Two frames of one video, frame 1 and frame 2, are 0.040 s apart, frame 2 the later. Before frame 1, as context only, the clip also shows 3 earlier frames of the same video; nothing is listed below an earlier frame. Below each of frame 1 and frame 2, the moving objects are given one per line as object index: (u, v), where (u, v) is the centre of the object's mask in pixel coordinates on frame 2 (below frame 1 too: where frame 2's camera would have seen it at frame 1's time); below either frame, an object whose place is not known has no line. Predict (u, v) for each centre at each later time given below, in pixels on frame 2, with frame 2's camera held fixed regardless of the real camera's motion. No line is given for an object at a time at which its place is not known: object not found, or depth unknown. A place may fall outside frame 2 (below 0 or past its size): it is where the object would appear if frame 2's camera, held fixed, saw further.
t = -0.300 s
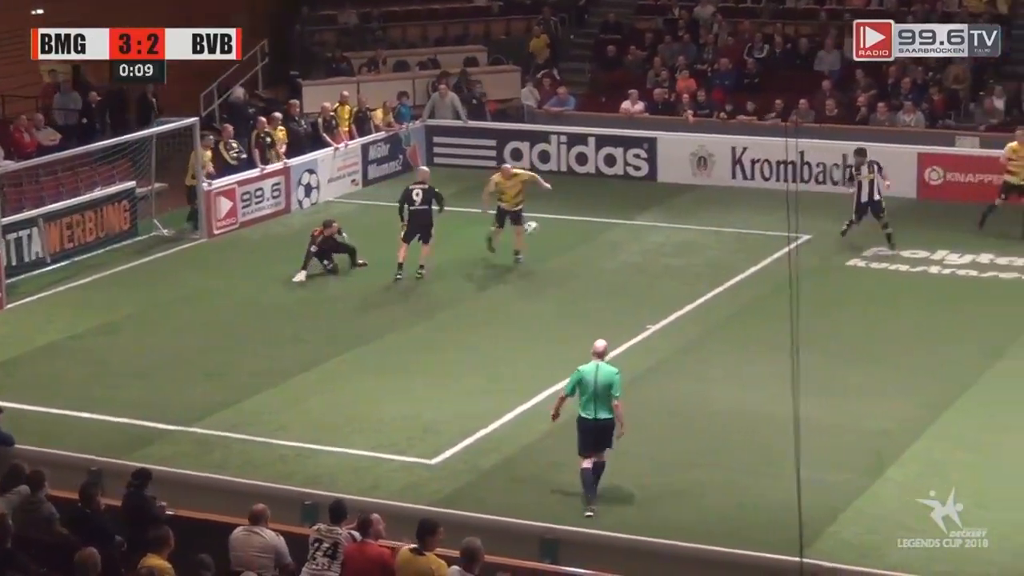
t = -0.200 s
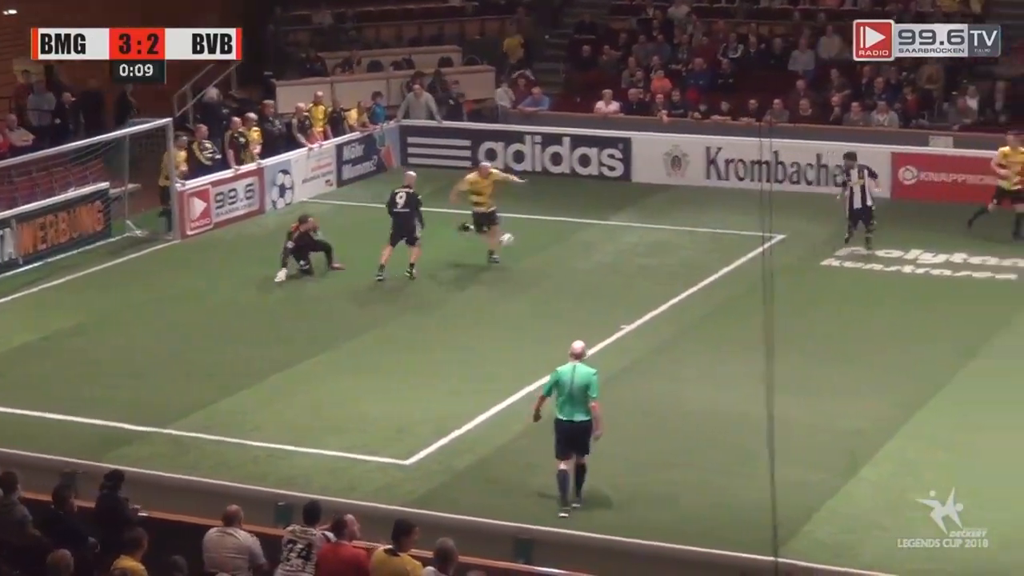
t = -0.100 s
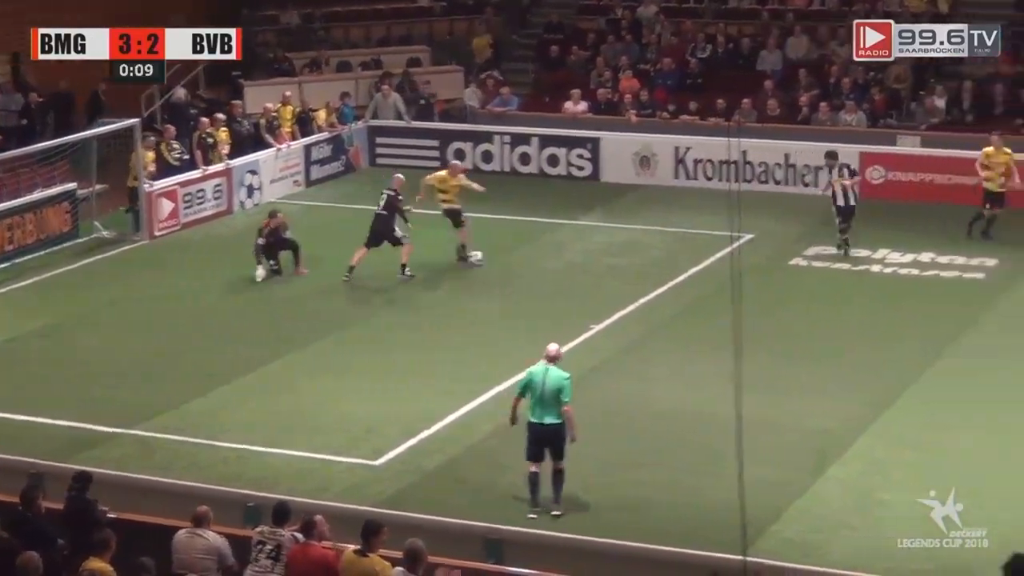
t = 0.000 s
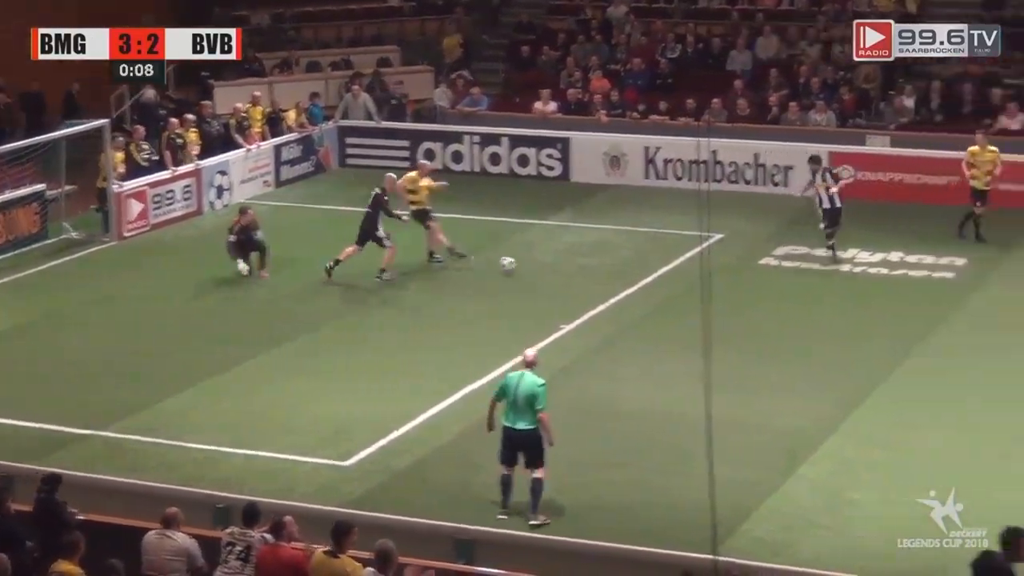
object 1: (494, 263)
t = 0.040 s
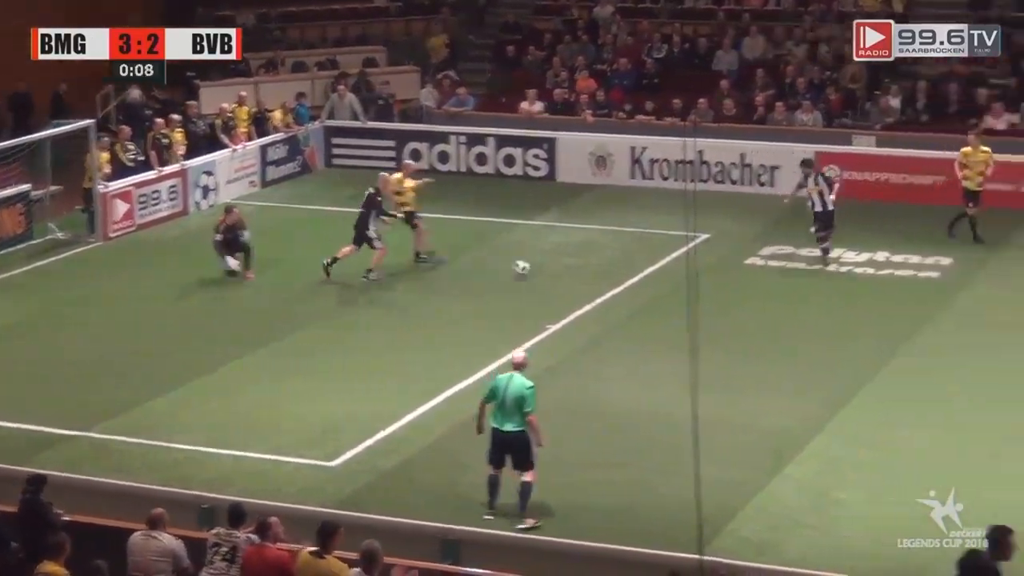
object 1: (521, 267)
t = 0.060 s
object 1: (535, 269)
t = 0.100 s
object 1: (563, 275)
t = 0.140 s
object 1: (589, 277)
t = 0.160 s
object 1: (602, 280)
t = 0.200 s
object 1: (627, 283)
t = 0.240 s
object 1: (653, 287)
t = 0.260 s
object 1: (665, 289)
